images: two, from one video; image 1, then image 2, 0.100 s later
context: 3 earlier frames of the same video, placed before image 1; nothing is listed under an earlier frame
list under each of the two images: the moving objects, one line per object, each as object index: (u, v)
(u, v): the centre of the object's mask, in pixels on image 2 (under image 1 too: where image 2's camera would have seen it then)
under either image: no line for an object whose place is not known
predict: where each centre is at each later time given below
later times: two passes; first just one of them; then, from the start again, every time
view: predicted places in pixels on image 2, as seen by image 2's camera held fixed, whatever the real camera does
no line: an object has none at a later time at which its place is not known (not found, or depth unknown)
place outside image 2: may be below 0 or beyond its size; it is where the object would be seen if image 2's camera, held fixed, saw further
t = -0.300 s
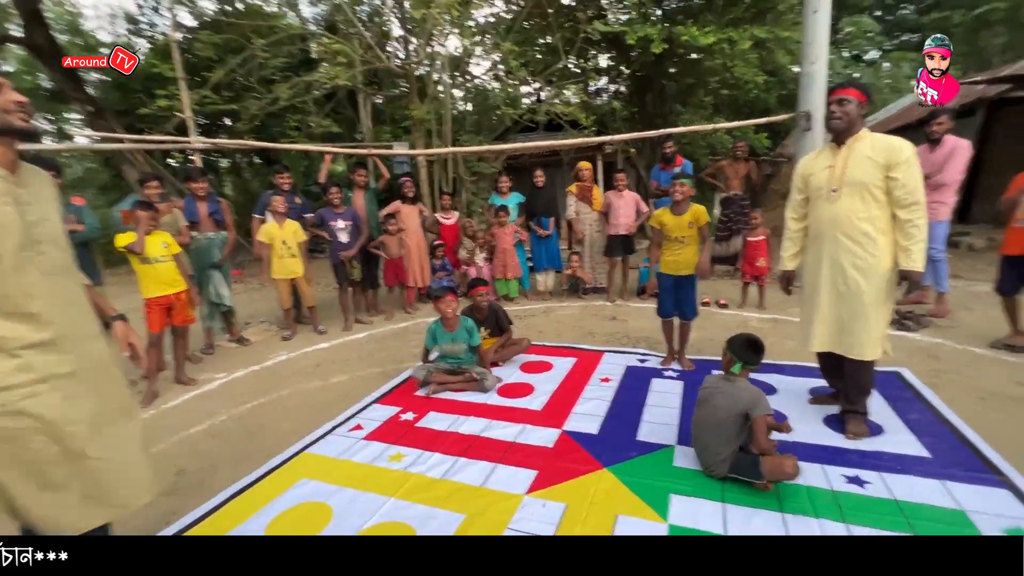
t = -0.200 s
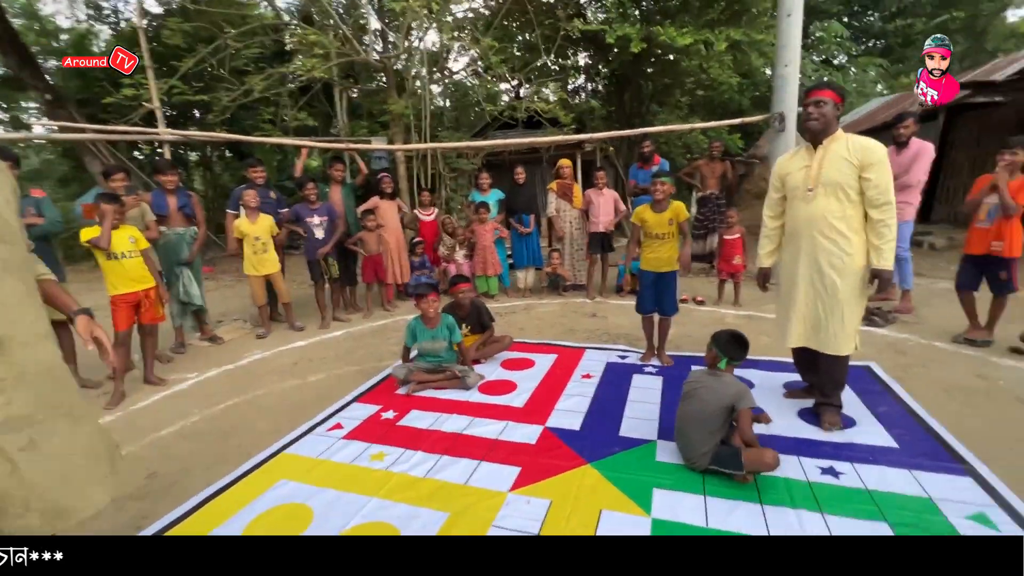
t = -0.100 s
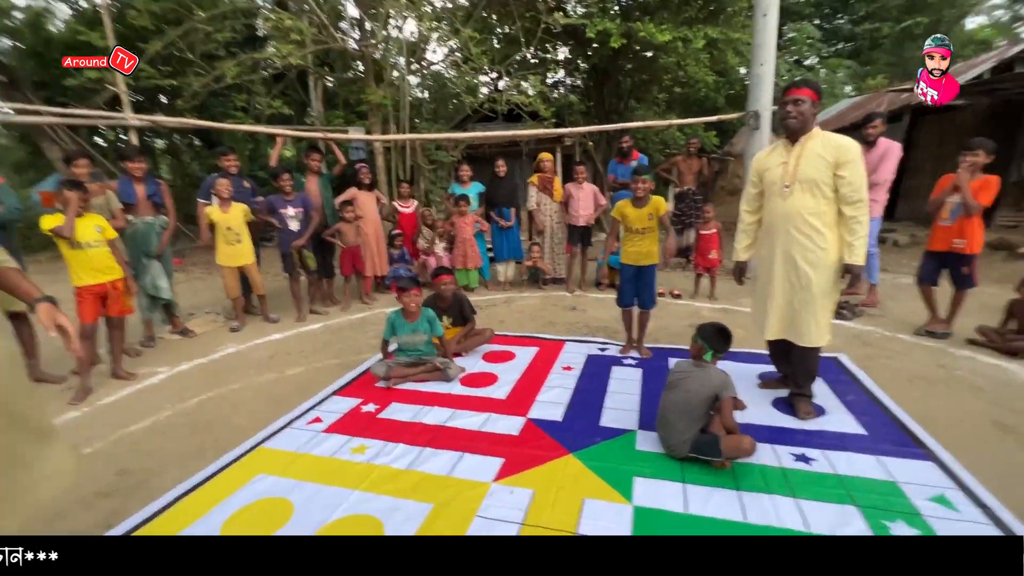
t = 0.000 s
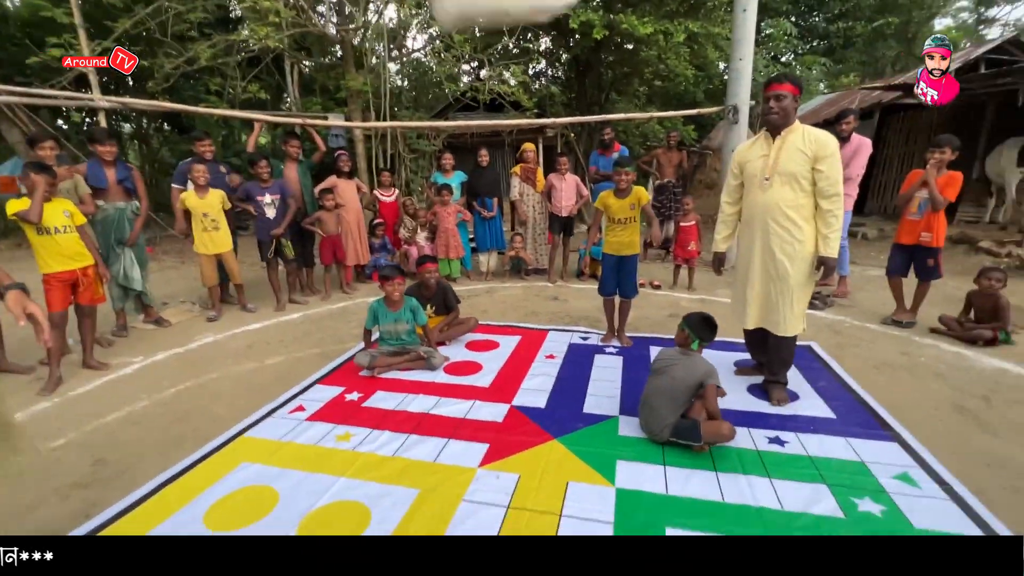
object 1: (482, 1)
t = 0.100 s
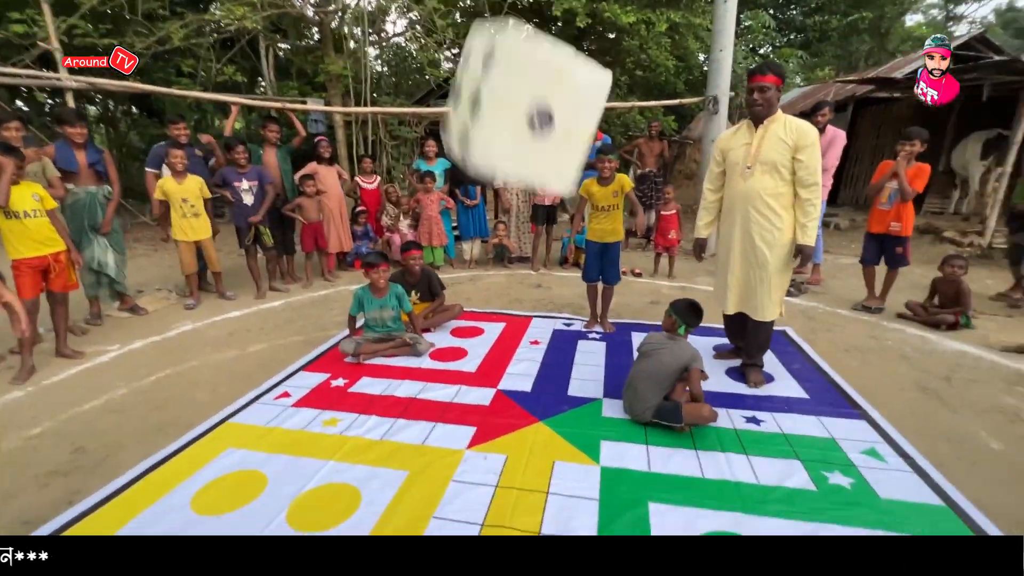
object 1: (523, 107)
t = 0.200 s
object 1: (545, 282)
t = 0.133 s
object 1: (533, 169)
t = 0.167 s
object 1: (541, 224)
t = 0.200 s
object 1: (545, 282)
